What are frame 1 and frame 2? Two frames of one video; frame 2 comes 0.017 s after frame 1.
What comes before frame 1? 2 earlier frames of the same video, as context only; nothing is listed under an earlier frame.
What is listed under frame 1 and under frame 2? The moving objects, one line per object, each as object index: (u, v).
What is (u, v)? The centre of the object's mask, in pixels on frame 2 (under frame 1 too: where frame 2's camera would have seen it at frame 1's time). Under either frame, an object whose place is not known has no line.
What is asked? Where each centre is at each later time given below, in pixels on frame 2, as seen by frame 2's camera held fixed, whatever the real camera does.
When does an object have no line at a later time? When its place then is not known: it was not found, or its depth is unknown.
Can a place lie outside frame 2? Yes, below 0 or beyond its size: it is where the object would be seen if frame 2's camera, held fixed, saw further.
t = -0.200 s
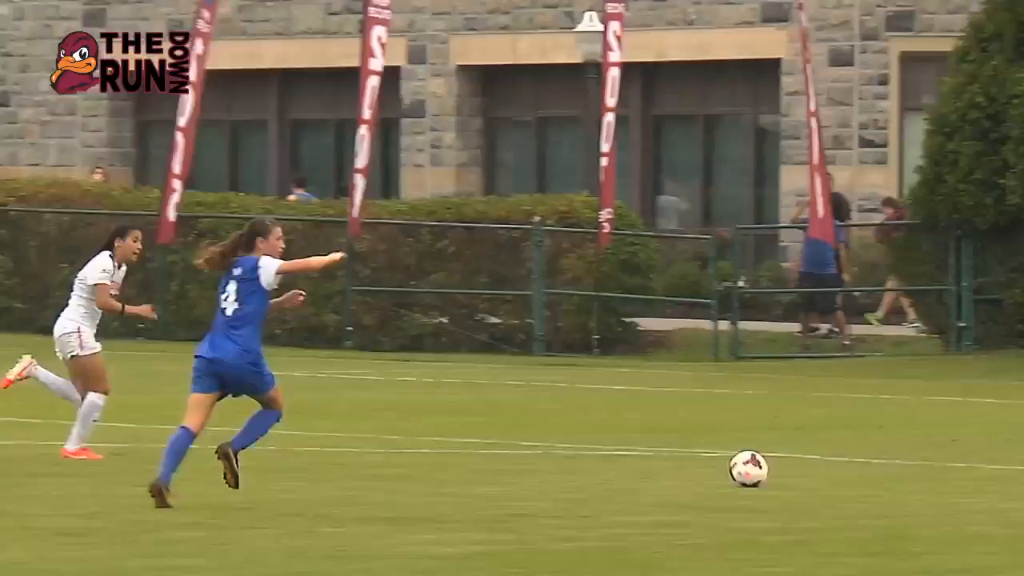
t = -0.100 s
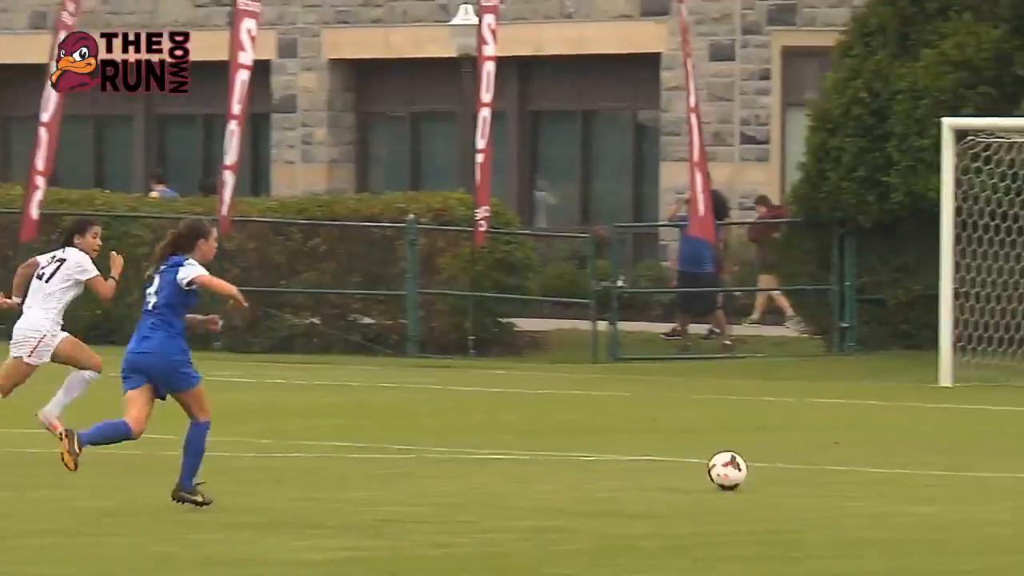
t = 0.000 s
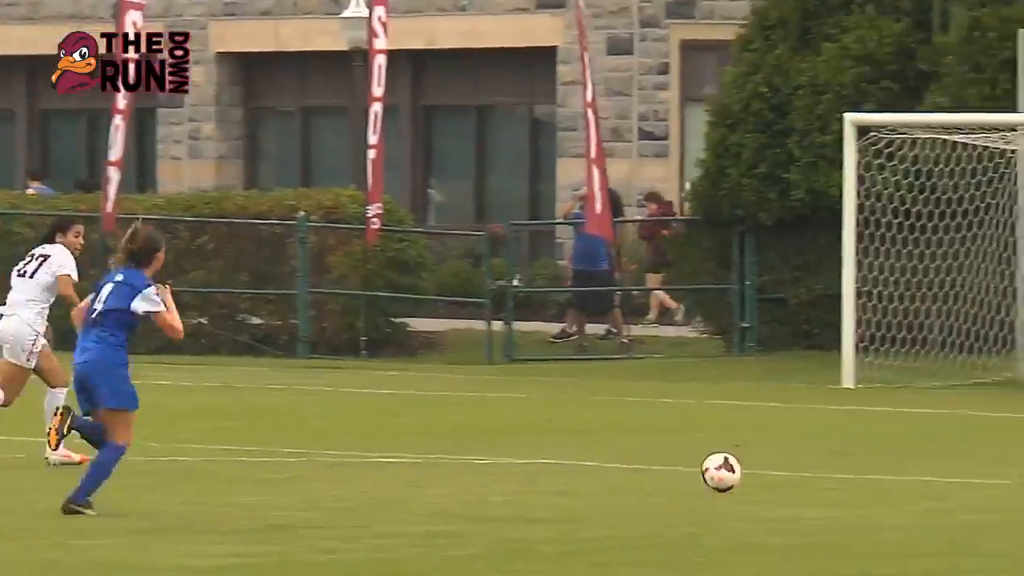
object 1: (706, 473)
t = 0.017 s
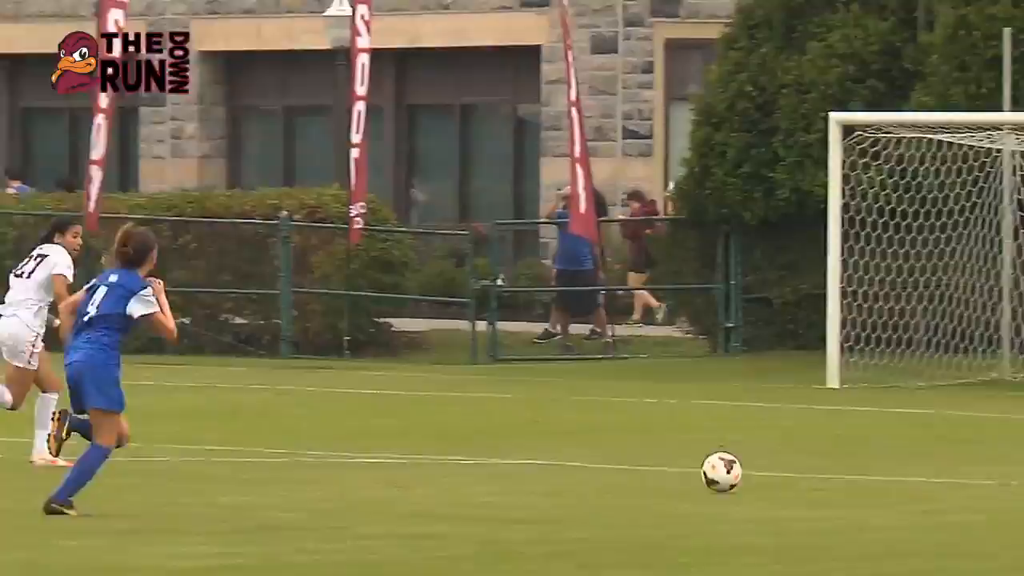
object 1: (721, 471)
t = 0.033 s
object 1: (737, 471)
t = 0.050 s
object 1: (751, 471)
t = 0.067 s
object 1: (766, 472)
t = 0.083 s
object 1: (780, 471)
